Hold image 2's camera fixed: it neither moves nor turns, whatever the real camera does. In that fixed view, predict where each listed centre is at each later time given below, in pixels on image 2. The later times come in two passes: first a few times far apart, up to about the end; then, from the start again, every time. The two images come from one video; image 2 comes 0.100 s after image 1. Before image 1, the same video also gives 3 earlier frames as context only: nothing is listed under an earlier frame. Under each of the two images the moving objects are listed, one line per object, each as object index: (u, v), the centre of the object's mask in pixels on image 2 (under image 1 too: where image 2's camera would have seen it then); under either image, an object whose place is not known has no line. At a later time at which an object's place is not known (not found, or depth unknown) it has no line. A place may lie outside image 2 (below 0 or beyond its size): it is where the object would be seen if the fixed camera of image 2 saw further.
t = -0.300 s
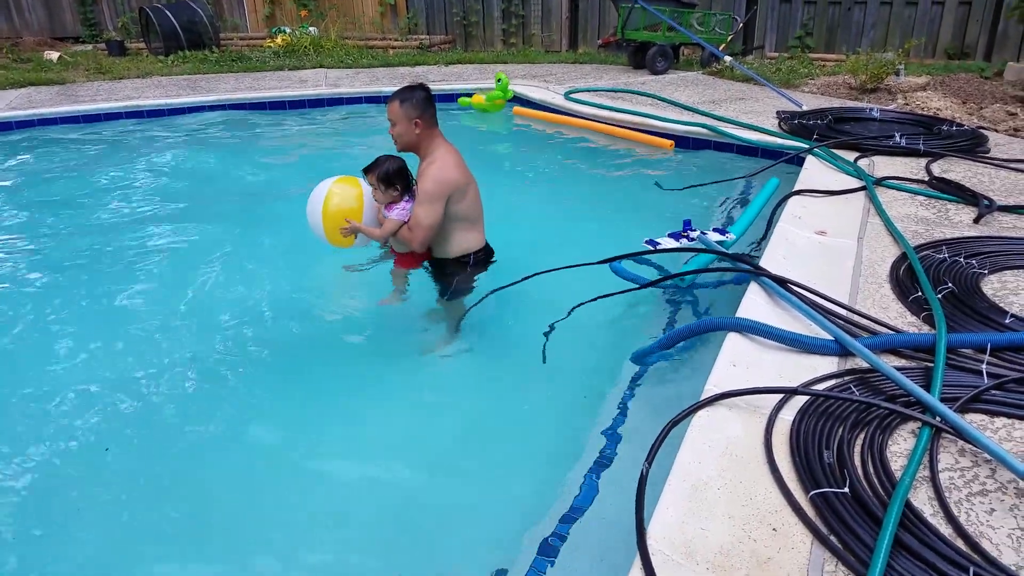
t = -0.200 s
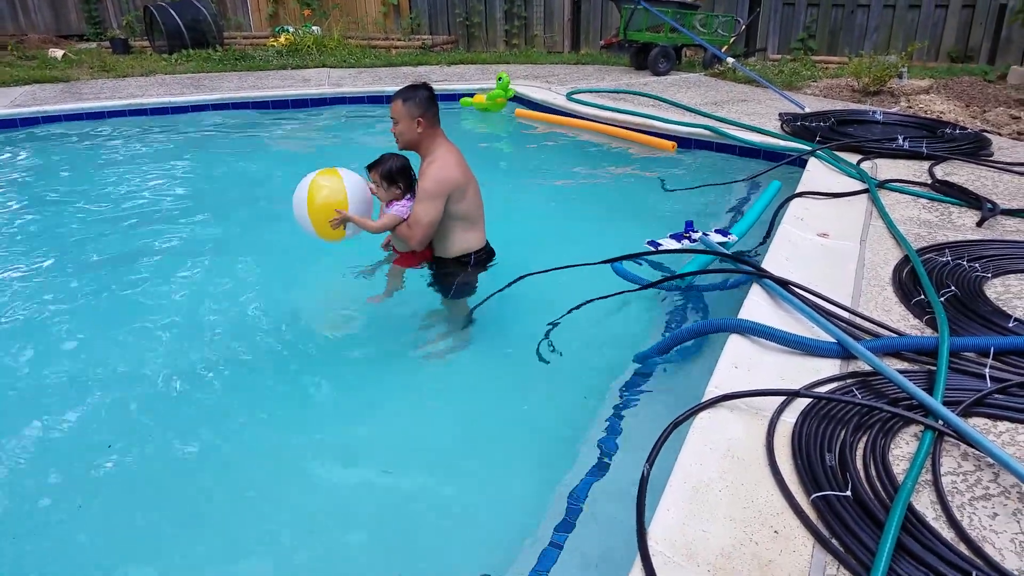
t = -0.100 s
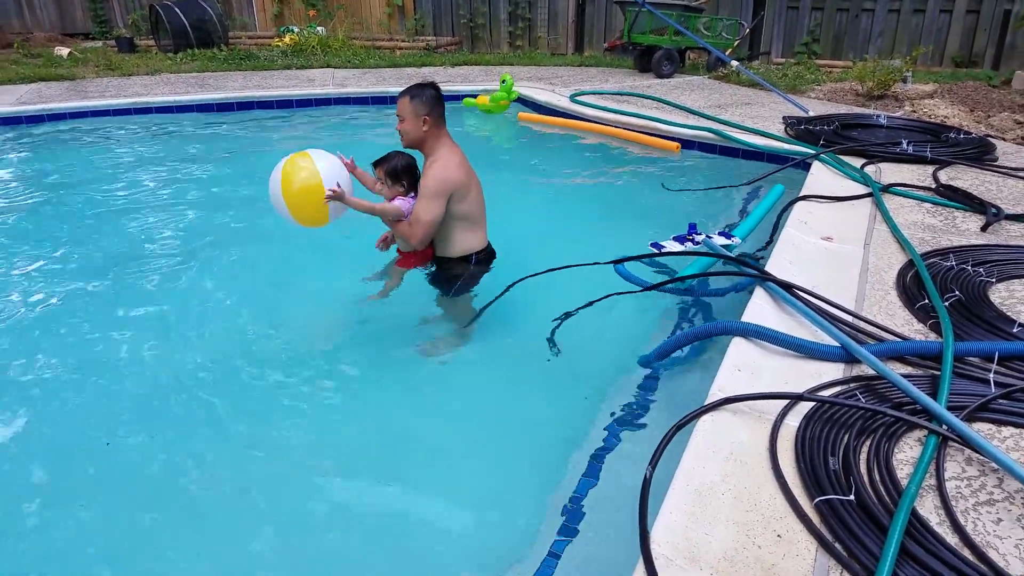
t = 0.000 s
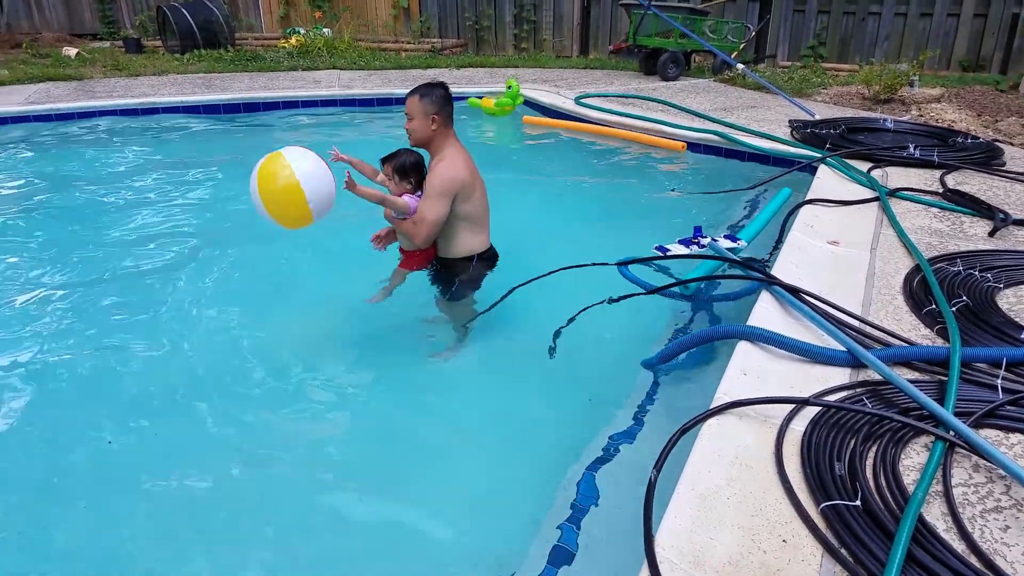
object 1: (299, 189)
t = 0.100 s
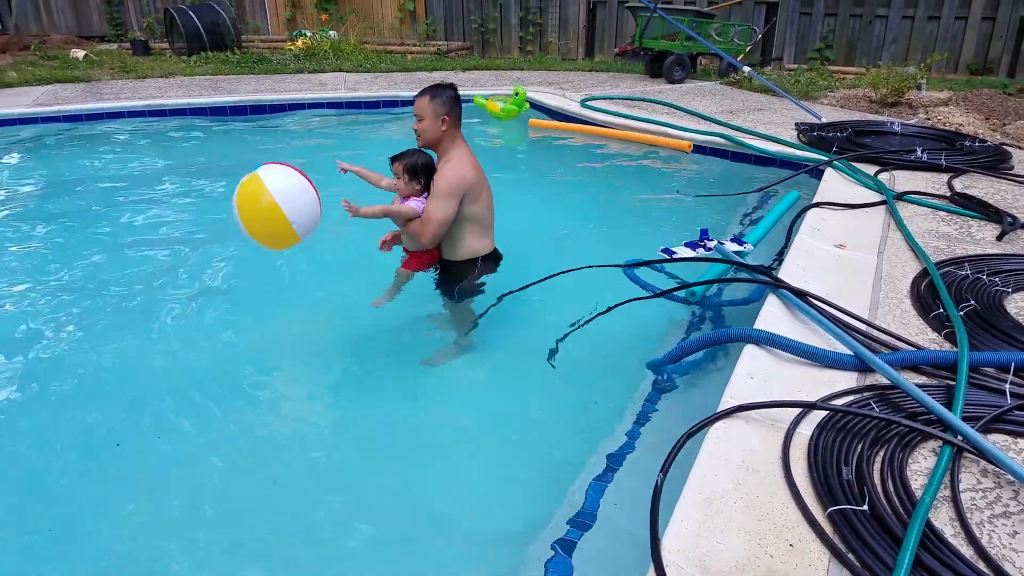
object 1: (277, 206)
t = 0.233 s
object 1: (249, 257)
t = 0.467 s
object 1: (222, 273)
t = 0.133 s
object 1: (269, 215)
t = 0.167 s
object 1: (261, 227)
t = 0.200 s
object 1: (255, 242)
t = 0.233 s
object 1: (249, 257)
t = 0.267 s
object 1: (243, 261)
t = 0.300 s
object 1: (239, 264)
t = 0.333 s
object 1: (235, 267)
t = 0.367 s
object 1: (233, 269)
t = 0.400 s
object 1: (229, 271)
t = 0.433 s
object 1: (225, 272)
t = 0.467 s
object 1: (222, 273)
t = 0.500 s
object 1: (219, 274)
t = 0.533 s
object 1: (215, 275)
